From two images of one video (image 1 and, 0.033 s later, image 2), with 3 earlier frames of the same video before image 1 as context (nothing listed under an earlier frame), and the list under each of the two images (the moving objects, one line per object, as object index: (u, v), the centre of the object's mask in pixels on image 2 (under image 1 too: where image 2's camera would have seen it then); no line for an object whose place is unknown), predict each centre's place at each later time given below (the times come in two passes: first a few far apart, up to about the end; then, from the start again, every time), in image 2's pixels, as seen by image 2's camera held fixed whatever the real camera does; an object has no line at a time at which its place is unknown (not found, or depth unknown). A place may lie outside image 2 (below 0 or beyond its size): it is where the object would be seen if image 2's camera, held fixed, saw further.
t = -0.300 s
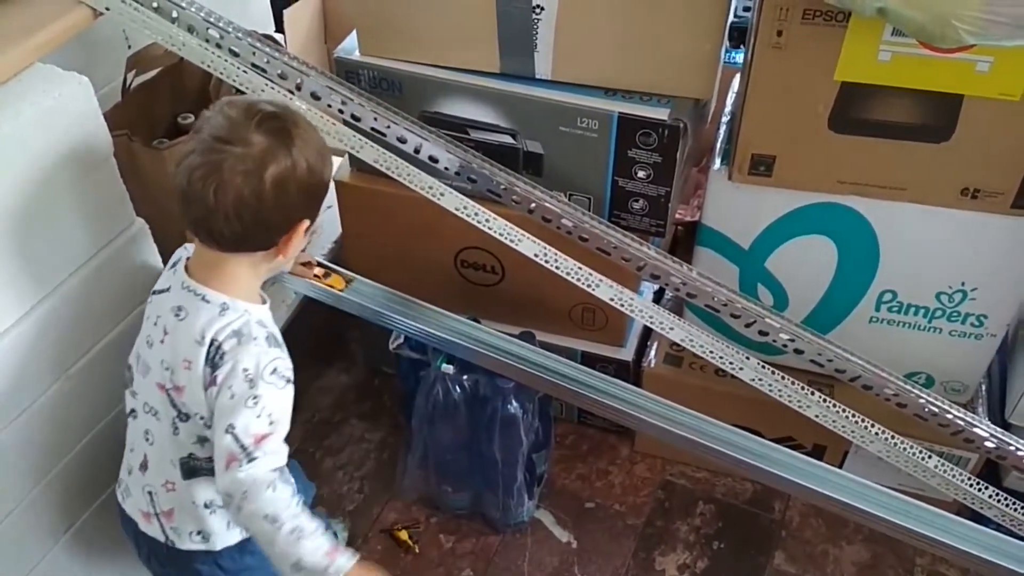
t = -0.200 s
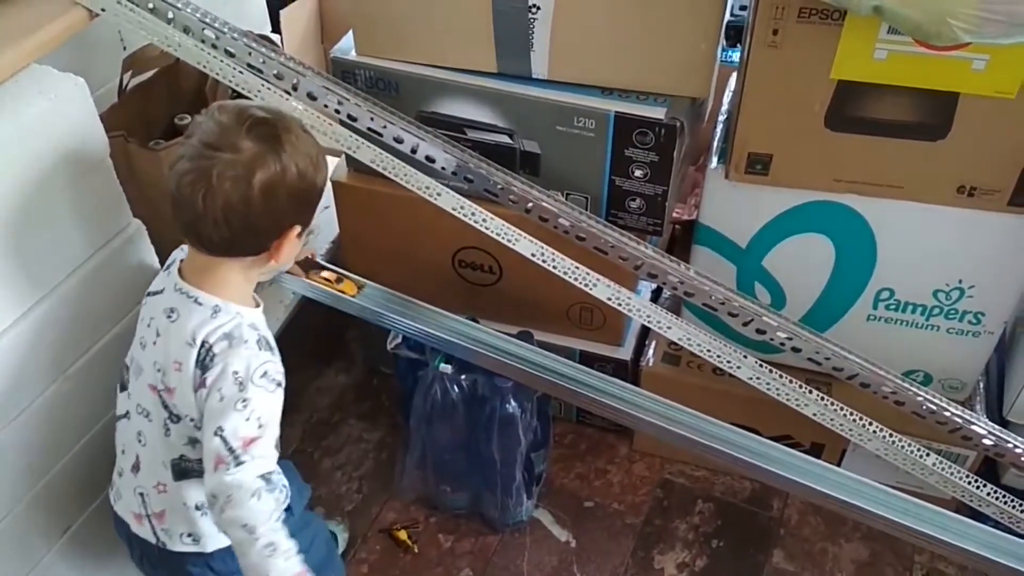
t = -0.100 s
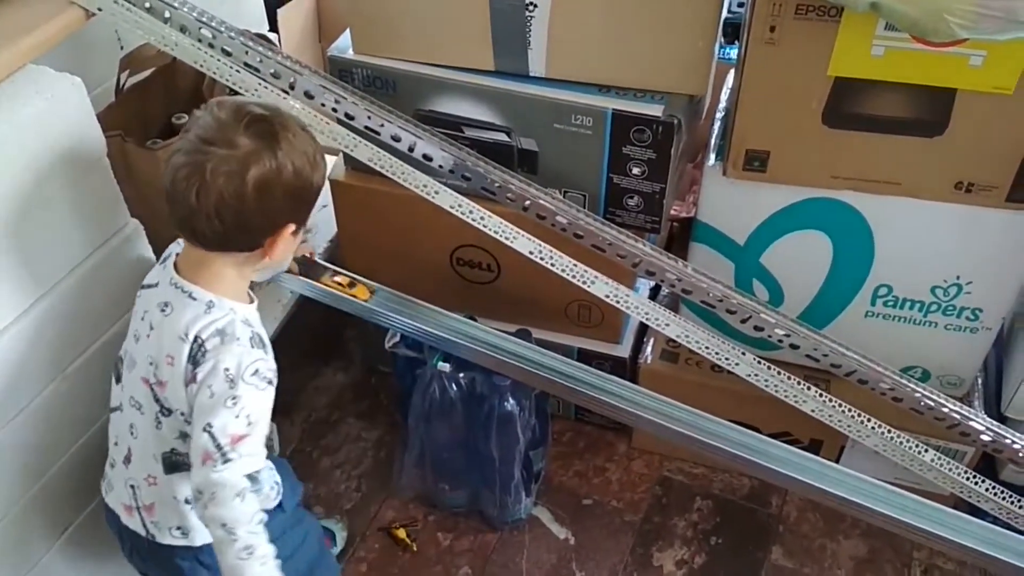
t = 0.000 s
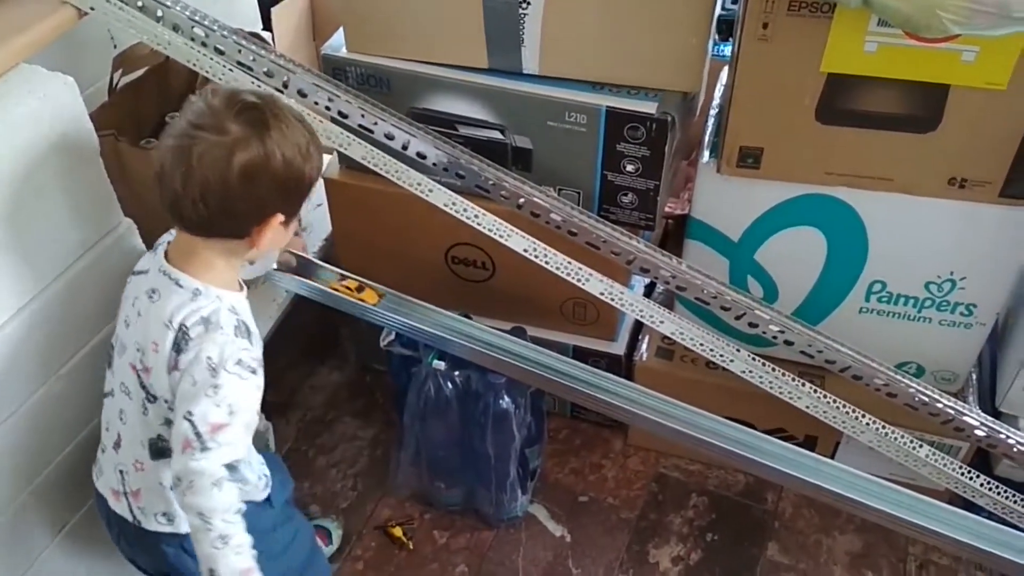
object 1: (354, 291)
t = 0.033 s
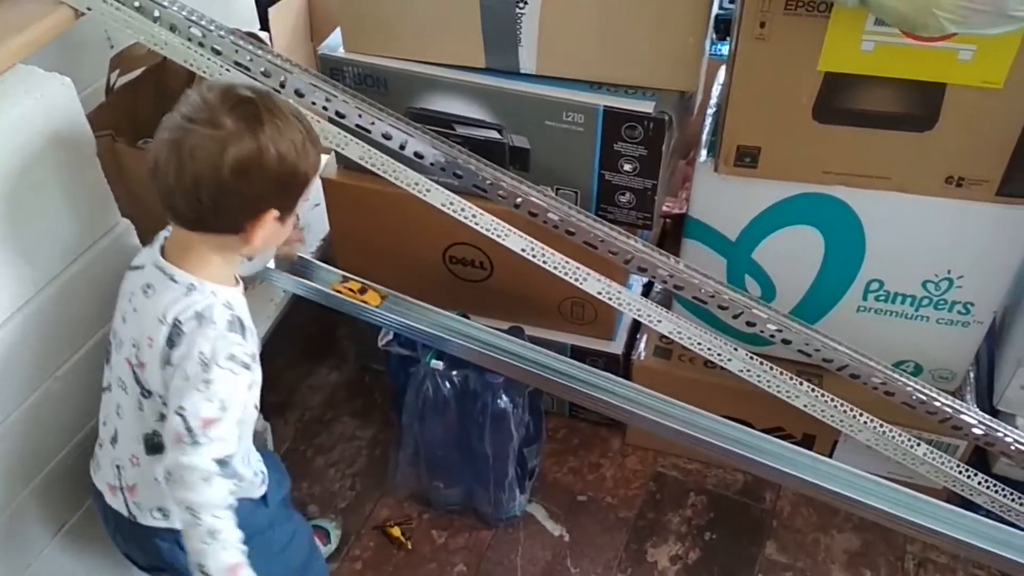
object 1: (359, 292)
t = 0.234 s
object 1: (391, 304)
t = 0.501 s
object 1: (445, 325)
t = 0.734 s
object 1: (500, 347)
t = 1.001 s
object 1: (570, 374)
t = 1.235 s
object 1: (638, 401)
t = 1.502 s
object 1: (726, 435)
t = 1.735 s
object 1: (819, 471)
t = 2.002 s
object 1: (936, 515)
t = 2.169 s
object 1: (1017, 546)
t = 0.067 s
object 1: (364, 294)
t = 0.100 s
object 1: (369, 296)
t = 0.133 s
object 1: (374, 298)
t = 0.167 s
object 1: (379, 300)
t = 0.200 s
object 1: (384, 302)
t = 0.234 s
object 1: (391, 304)
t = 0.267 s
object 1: (397, 307)
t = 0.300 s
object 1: (403, 310)
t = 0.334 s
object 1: (409, 312)
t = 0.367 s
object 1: (416, 315)
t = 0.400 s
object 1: (424, 317)
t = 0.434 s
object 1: (430, 320)
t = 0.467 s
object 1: (438, 323)
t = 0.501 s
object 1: (445, 325)
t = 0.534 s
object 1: (452, 329)
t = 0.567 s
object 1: (460, 331)
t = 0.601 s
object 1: (468, 335)
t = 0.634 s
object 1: (476, 337)
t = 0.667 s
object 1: (483, 341)
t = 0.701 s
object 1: (492, 344)
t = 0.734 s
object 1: (500, 347)
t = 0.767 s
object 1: (509, 350)
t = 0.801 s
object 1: (517, 353)
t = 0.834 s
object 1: (525, 357)
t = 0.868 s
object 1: (534, 360)
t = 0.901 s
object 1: (542, 364)
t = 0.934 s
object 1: (551, 367)
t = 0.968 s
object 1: (561, 371)
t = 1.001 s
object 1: (570, 374)
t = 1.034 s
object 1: (579, 378)
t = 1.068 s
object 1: (588, 381)
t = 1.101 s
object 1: (598, 385)
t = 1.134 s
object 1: (608, 389)
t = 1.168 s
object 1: (618, 393)
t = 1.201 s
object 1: (629, 397)
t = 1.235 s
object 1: (638, 401)
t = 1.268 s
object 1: (649, 405)
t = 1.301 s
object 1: (659, 409)
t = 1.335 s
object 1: (670, 414)
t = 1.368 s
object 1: (680, 417)
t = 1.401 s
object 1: (691, 421)
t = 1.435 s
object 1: (703, 426)
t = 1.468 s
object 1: (714, 430)
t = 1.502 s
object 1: (726, 435)
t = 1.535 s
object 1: (738, 439)
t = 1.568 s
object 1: (750, 444)
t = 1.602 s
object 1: (764, 449)
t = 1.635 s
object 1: (777, 455)
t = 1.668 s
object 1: (791, 460)
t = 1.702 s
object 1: (805, 466)
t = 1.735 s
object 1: (819, 471)
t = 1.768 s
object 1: (833, 476)
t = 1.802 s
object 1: (847, 482)
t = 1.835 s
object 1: (860, 486)
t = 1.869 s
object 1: (875, 492)
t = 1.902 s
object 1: (890, 498)
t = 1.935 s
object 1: (905, 503)
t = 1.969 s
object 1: (921, 509)
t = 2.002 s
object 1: (936, 515)
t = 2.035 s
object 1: (952, 522)
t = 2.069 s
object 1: (968, 528)
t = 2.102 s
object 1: (984, 534)
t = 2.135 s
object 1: (1000, 540)
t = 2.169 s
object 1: (1017, 546)
